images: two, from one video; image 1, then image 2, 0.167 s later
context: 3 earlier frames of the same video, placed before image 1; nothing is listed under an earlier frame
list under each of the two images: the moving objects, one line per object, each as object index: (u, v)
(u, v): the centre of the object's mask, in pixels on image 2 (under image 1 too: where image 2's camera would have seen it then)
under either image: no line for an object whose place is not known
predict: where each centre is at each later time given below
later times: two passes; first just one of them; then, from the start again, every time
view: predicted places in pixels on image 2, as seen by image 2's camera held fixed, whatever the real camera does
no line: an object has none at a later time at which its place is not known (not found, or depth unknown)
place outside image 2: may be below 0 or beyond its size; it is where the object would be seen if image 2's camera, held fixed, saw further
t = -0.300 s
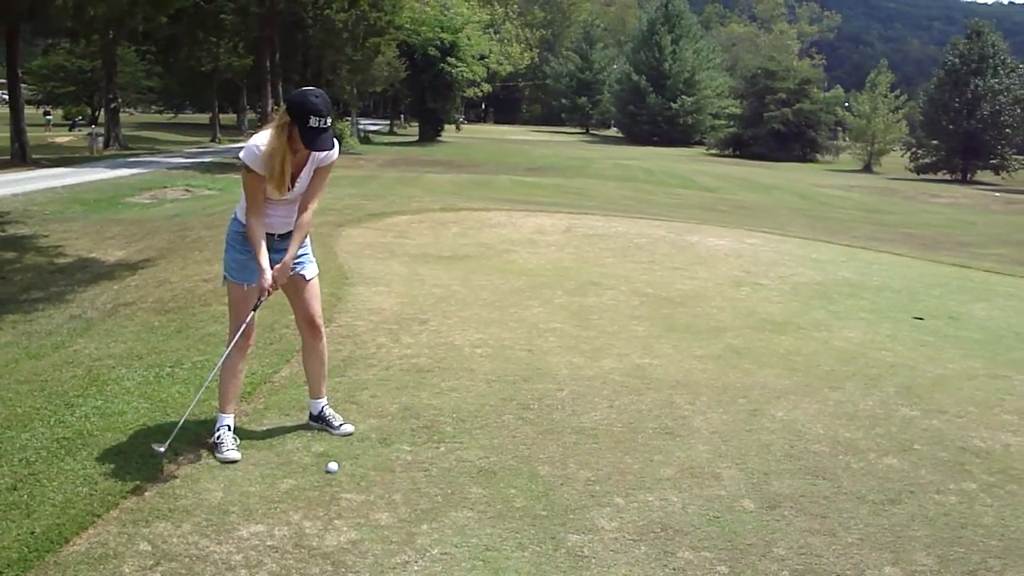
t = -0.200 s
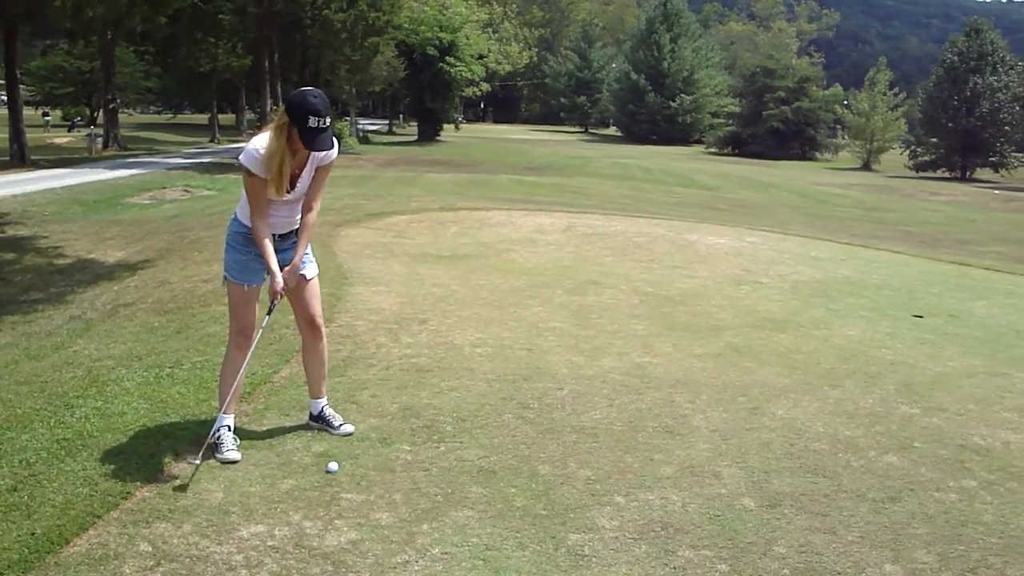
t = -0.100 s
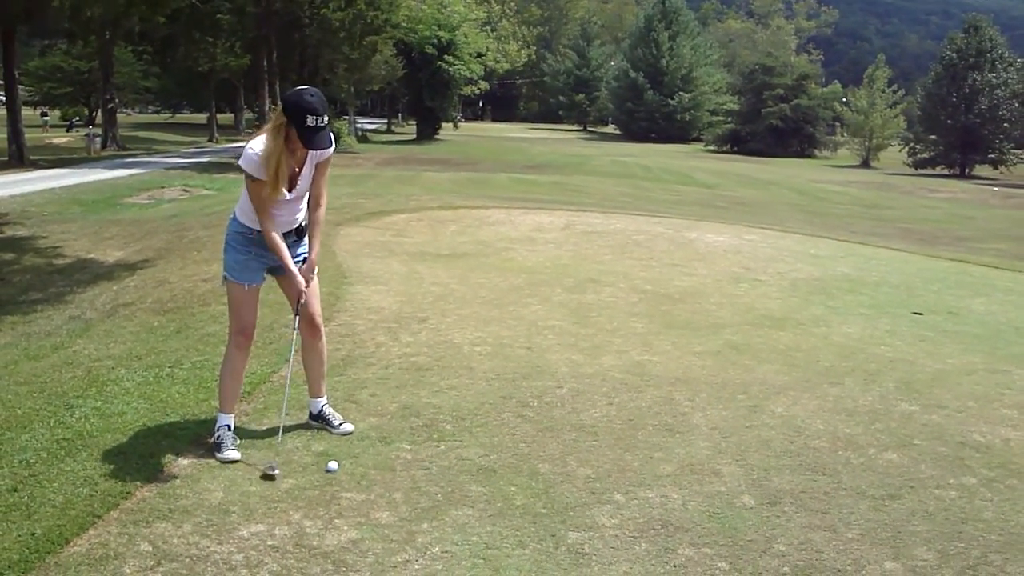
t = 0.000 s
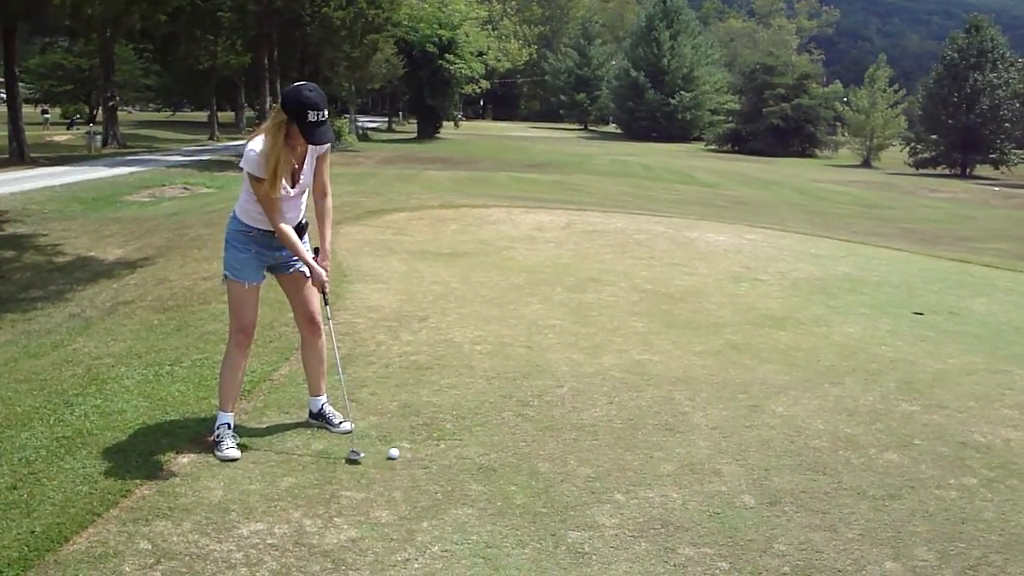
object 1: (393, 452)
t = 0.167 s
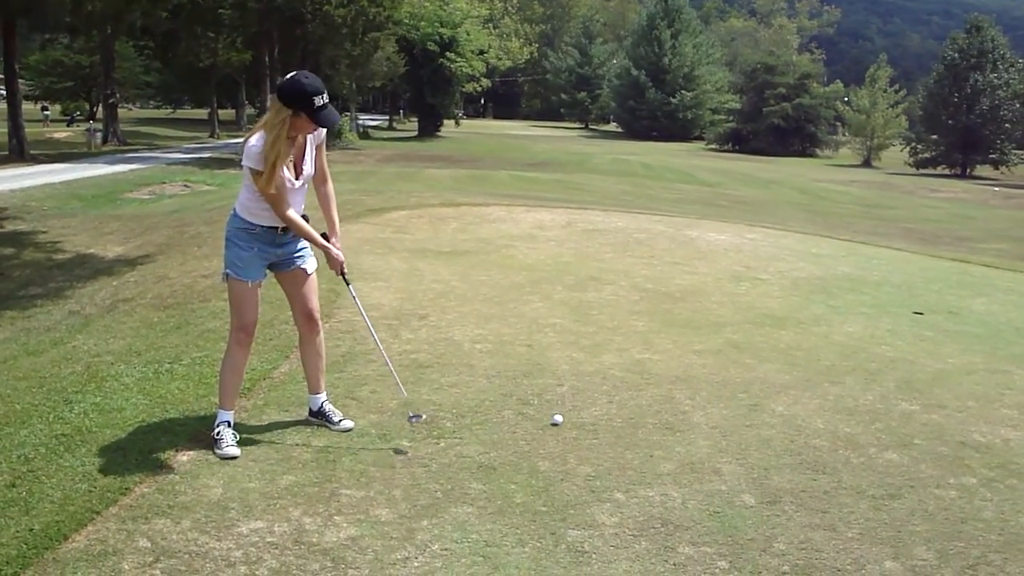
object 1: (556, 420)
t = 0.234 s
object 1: (608, 410)
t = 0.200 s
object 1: (583, 415)
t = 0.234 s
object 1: (608, 410)
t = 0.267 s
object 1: (631, 405)
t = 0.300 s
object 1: (654, 401)
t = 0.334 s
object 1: (674, 397)
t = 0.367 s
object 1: (693, 394)
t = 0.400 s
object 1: (712, 392)
